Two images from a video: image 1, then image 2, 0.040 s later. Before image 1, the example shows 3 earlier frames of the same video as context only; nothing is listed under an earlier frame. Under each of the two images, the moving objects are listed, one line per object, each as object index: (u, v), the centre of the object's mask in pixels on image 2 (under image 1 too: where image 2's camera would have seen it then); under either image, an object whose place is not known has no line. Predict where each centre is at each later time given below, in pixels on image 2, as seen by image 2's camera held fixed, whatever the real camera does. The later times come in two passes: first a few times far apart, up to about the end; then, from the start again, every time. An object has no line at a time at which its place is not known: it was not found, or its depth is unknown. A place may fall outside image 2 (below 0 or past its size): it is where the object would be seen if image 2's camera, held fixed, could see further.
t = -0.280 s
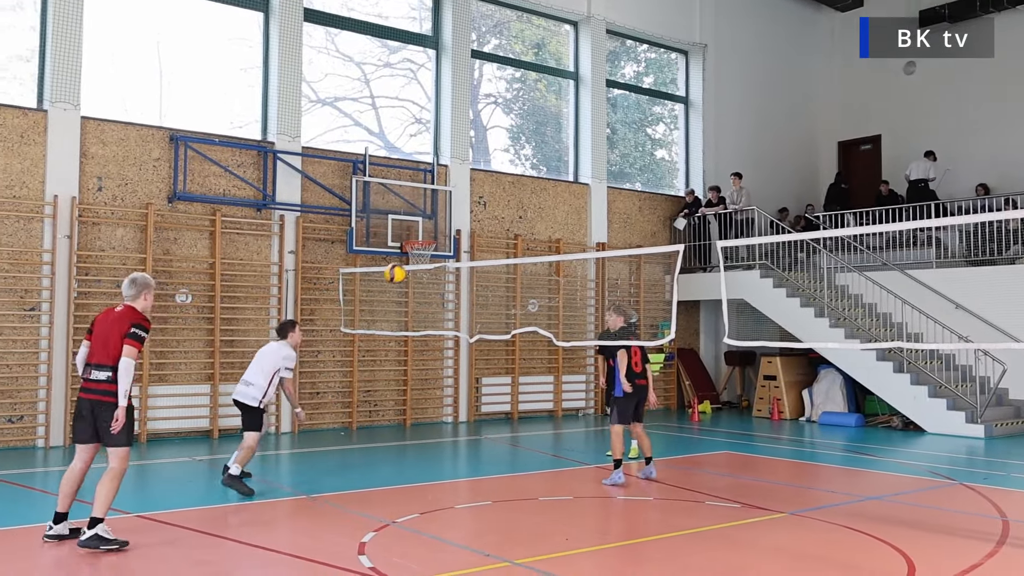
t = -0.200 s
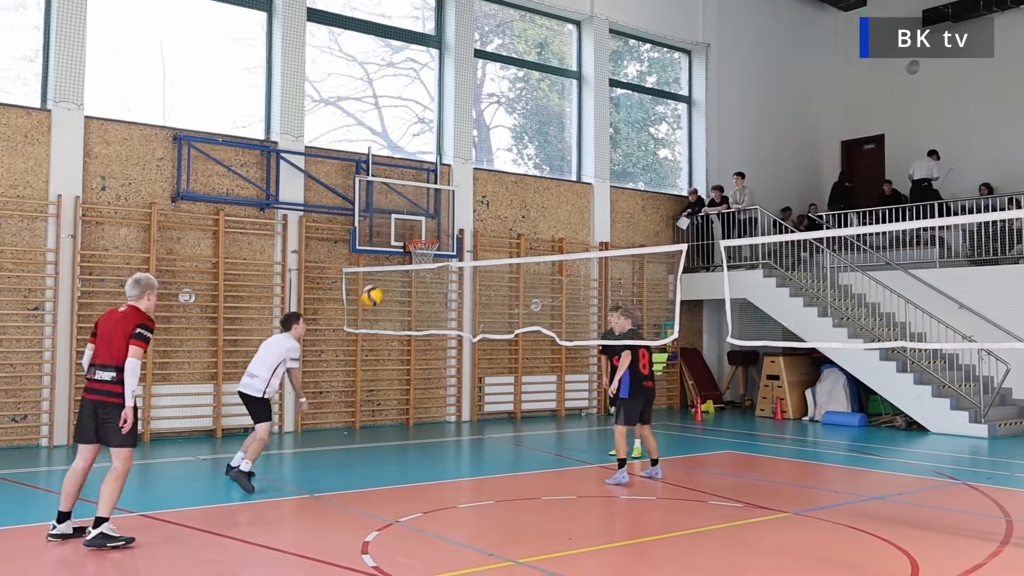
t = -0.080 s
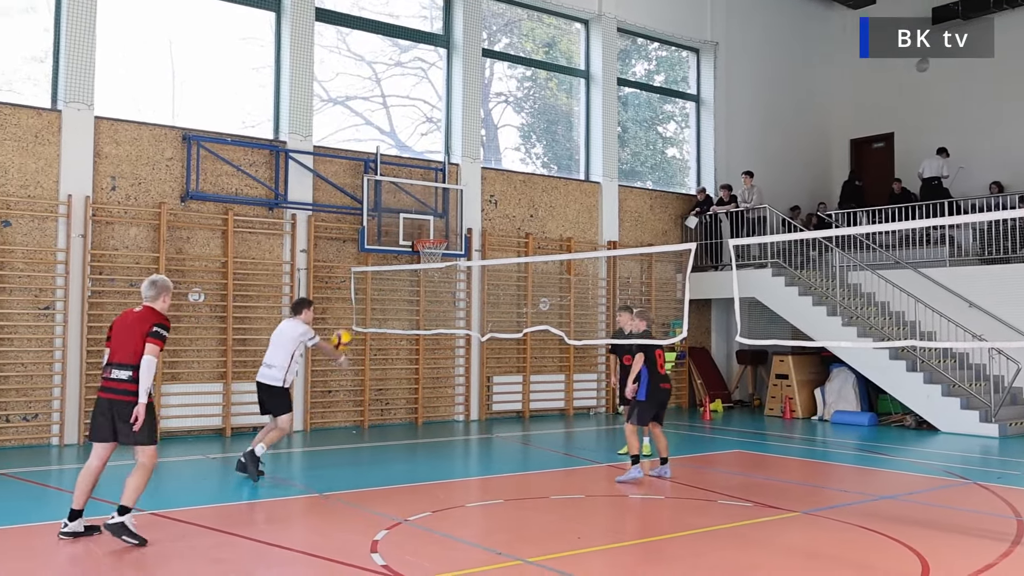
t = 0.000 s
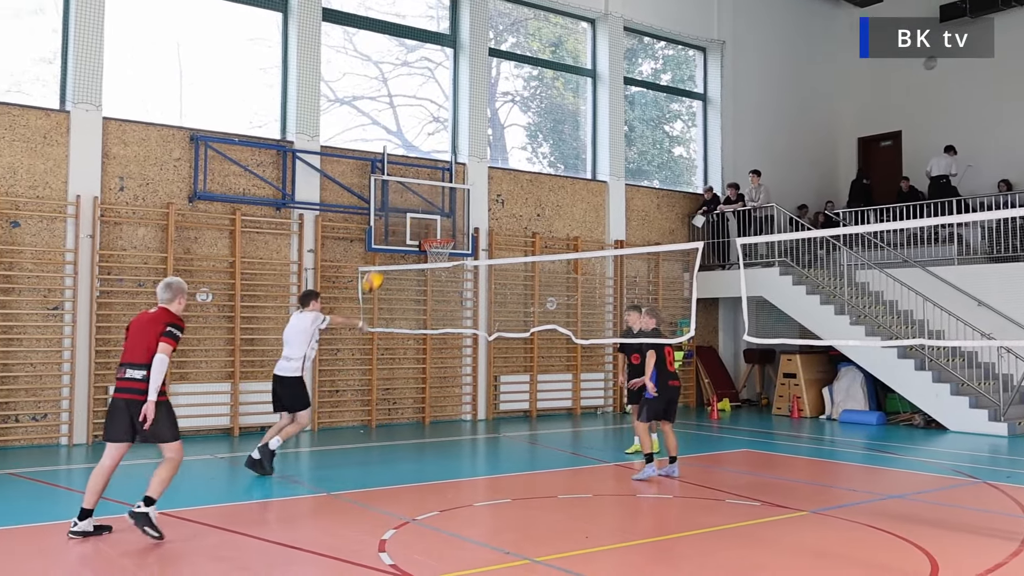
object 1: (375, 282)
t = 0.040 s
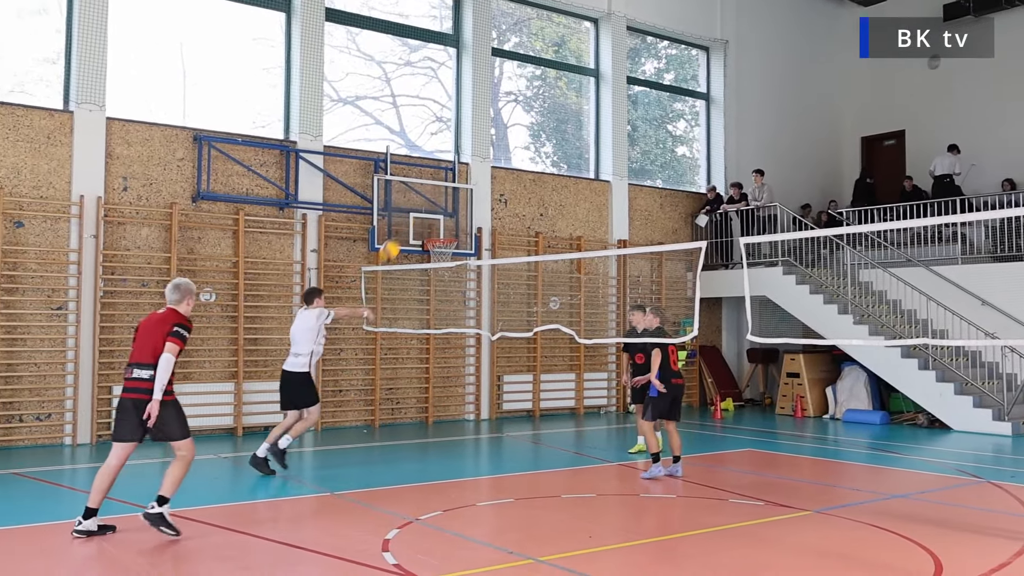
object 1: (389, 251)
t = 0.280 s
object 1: (471, 113)
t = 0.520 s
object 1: (545, 39)
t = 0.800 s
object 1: (624, 21)
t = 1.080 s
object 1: (696, 68)
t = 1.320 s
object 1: (753, 156)
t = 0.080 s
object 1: (403, 223)
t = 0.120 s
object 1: (417, 196)
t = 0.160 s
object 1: (431, 172)
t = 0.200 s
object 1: (444, 151)
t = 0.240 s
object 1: (458, 131)
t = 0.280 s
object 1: (471, 113)
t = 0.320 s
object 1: (484, 96)
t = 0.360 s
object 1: (496, 82)
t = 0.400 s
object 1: (508, 68)
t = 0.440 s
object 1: (521, 57)
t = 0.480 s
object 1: (534, 48)
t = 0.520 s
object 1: (545, 39)
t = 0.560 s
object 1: (556, 33)
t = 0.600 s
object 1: (568, 28)
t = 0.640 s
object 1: (579, 23)
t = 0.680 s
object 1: (591, 20)
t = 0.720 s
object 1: (601, 19)
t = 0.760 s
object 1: (613, 20)
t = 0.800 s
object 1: (624, 21)
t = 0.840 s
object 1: (635, 23)
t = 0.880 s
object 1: (645, 28)
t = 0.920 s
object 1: (655, 33)
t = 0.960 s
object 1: (665, 41)
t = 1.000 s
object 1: (676, 49)
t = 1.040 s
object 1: (686, 58)
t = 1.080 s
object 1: (696, 68)
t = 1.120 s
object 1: (706, 80)
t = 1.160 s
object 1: (715, 93)
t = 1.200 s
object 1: (725, 107)
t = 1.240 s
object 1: (734, 122)
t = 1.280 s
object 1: (743, 139)
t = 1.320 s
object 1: (753, 156)
